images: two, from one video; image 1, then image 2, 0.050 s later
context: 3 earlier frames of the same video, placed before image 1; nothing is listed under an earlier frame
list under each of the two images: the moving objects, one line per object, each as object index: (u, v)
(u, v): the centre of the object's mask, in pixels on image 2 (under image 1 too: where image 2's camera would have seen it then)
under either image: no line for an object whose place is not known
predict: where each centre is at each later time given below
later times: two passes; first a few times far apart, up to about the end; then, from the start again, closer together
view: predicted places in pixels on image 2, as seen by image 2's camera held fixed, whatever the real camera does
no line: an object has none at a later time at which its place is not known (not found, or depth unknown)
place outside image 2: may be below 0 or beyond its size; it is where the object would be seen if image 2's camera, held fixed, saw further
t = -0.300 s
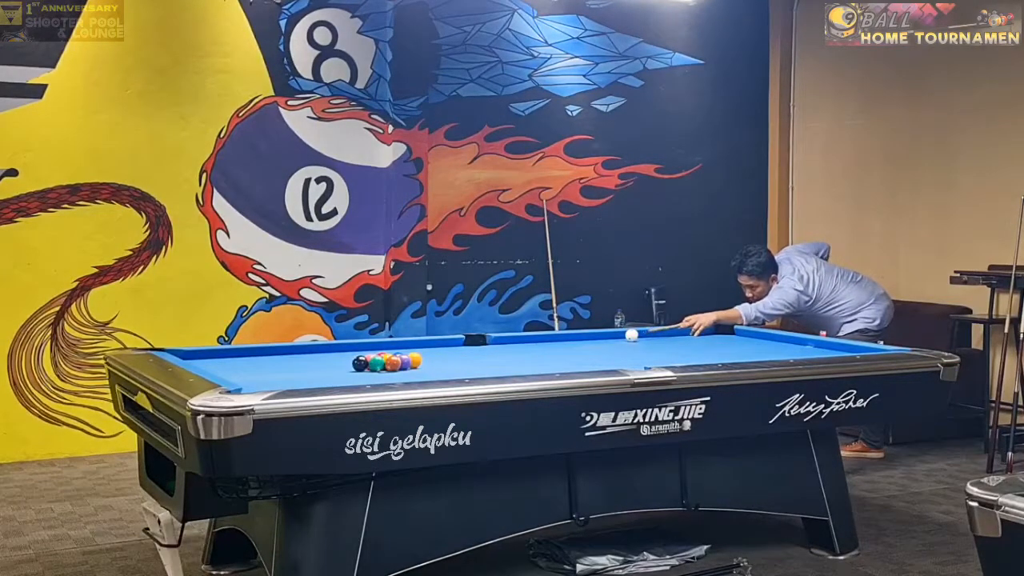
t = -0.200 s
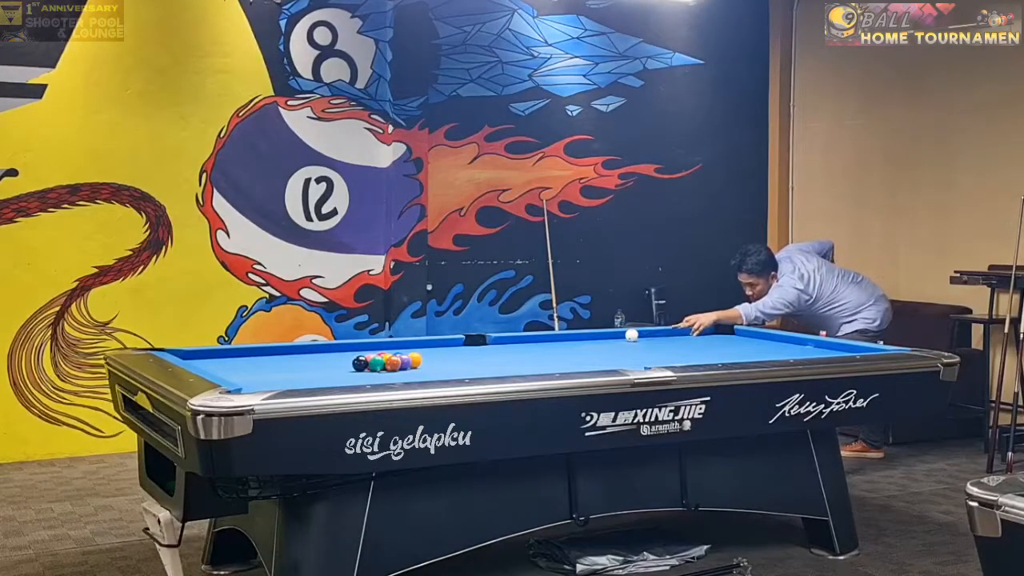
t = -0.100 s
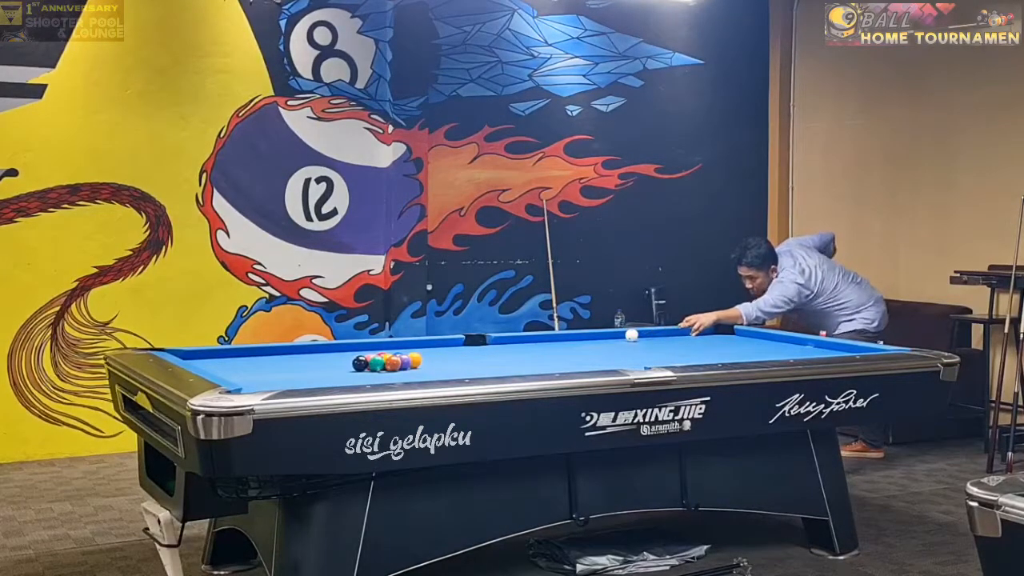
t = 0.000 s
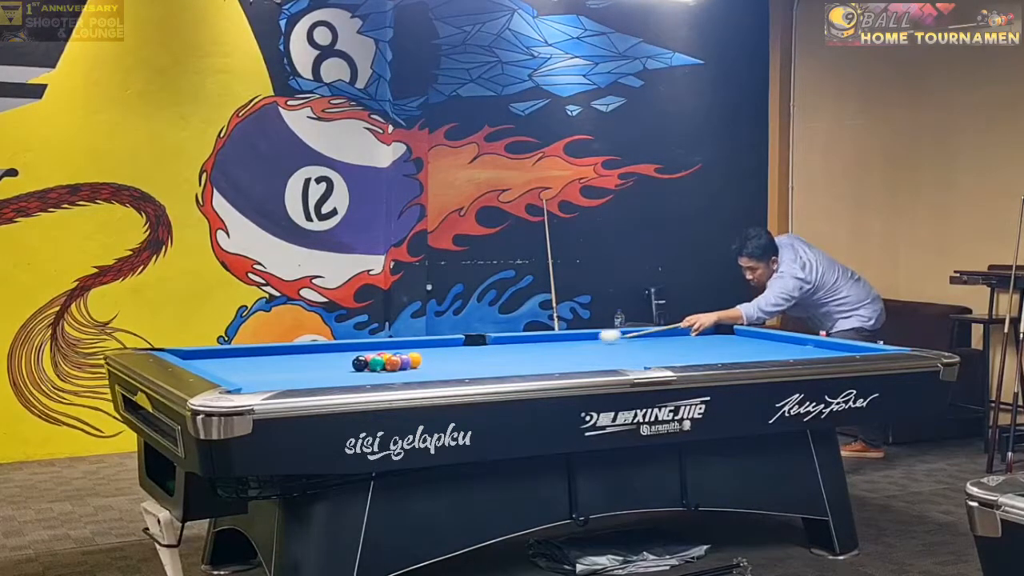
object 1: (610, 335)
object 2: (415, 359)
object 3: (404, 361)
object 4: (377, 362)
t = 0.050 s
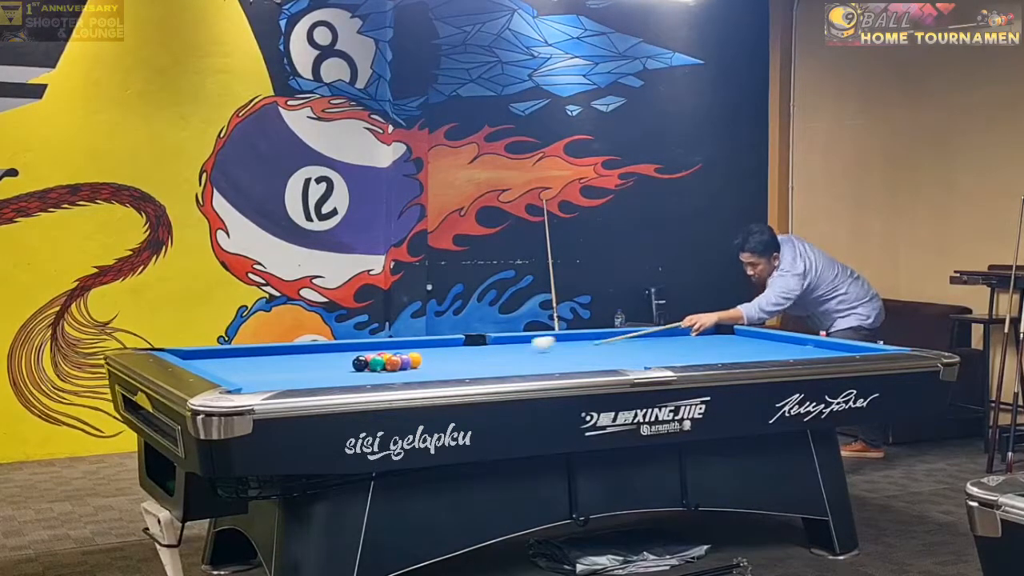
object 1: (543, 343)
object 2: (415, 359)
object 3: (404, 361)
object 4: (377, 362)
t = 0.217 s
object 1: (427, 350)
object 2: (445, 361)
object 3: (427, 365)
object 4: (360, 365)
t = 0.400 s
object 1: (425, 354)
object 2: (502, 363)
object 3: (471, 369)
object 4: (331, 368)
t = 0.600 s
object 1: (417, 353)
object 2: (562, 364)
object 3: (518, 371)
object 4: (299, 371)
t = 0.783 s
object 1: (411, 351)
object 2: (616, 364)
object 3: (529, 369)
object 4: (271, 373)
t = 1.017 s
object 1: (403, 348)
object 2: (657, 363)
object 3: (540, 366)
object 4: (234, 375)
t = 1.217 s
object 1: (394, 346)
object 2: (673, 360)
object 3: (548, 364)
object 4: (234, 375)
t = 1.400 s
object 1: (387, 347)
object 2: (685, 358)
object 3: (555, 360)
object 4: (250, 377)
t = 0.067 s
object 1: (518, 347)
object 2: (415, 360)
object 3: (404, 361)
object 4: (377, 362)
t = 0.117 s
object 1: (440, 353)
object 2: (415, 360)
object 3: (404, 361)
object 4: (377, 362)
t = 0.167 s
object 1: (425, 348)
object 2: (428, 358)
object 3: (414, 364)
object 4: (367, 364)
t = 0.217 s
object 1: (427, 350)
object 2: (445, 361)
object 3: (427, 365)
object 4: (360, 365)
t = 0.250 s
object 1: (427, 353)
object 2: (456, 361)
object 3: (435, 367)
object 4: (354, 366)
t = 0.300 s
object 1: (427, 353)
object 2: (472, 362)
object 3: (448, 368)
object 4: (346, 367)
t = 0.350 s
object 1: (426, 354)
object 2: (487, 363)
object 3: (459, 369)
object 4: (339, 367)
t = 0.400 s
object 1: (425, 354)
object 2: (502, 363)
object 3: (471, 369)
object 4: (331, 368)
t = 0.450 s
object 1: (423, 353)
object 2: (517, 364)
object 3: (482, 370)
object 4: (323, 368)
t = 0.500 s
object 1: (421, 353)
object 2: (532, 364)
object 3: (494, 370)
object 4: (315, 369)
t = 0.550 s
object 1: (419, 353)
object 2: (546, 364)
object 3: (506, 371)
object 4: (307, 370)
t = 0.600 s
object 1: (417, 353)
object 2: (562, 364)
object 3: (518, 371)
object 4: (299, 371)
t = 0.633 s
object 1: (416, 352)
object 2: (571, 364)
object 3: (522, 371)
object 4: (294, 371)
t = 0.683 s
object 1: (414, 352)
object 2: (586, 364)
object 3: (524, 370)
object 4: (286, 372)
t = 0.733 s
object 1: (412, 352)
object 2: (601, 364)
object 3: (527, 369)
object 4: (278, 373)
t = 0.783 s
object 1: (411, 351)
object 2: (616, 364)
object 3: (529, 369)
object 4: (271, 373)
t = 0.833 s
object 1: (409, 350)
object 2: (631, 365)
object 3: (532, 368)
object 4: (263, 374)
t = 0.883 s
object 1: (408, 350)
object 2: (645, 365)
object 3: (533, 368)
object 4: (254, 375)
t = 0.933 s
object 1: (406, 349)
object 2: (653, 364)
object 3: (536, 367)
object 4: (247, 376)
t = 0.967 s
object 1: (405, 348)
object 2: (655, 364)
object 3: (538, 367)
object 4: (242, 376)
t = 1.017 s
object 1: (403, 348)
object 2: (657, 363)
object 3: (540, 366)
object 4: (234, 375)
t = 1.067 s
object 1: (401, 346)
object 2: (662, 362)
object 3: (542, 365)
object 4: (227, 374)
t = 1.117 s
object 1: (398, 346)
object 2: (665, 361)
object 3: (544, 365)
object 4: (226, 374)
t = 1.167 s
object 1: (396, 346)
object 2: (670, 361)
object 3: (546, 364)
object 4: (230, 375)
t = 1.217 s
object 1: (394, 346)
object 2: (673, 360)
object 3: (548, 364)
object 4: (234, 375)
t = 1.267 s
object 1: (392, 346)
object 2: (676, 360)
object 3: (550, 363)
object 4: (239, 376)
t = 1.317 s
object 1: (390, 347)
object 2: (680, 359)
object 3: (552, 362)
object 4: (243, 376)
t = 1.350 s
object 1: (389, 347)
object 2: (682, 359)
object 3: (553, 361)
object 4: (246, 376)
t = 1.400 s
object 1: (387, 347)
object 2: (685, 358)
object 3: (555, 360)
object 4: (250, 377)
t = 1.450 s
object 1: (386, 346)
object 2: (688, 358)
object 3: (556, 359)
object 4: (254, 376)
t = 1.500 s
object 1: (385, 347)
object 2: (691, 357)
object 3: (558, 358)
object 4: (258, 376)
